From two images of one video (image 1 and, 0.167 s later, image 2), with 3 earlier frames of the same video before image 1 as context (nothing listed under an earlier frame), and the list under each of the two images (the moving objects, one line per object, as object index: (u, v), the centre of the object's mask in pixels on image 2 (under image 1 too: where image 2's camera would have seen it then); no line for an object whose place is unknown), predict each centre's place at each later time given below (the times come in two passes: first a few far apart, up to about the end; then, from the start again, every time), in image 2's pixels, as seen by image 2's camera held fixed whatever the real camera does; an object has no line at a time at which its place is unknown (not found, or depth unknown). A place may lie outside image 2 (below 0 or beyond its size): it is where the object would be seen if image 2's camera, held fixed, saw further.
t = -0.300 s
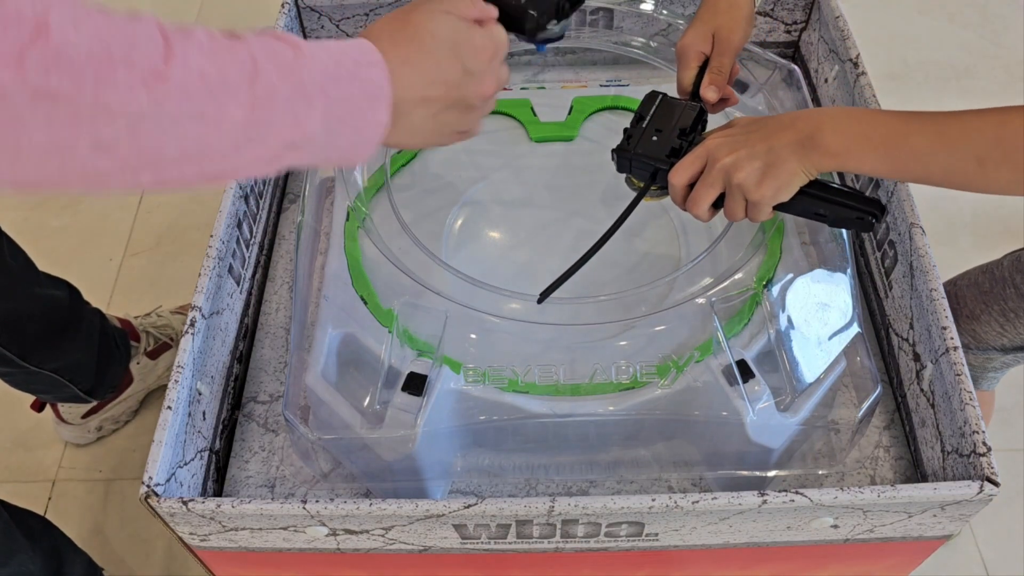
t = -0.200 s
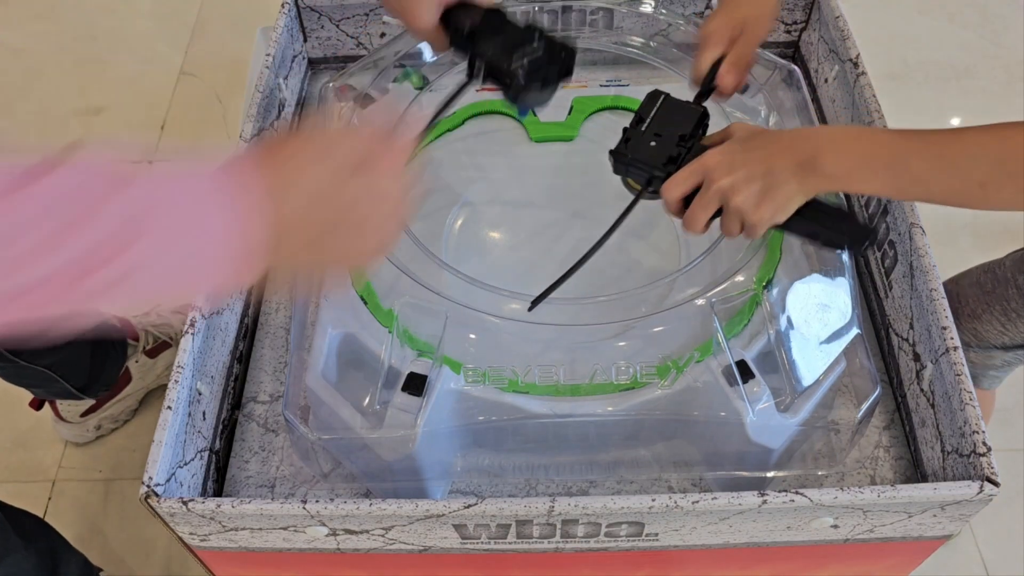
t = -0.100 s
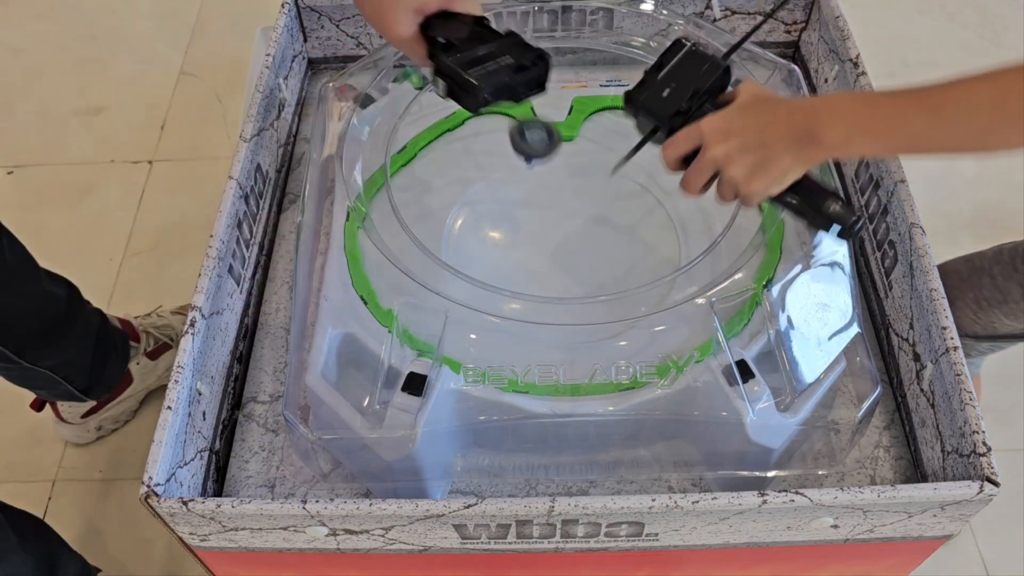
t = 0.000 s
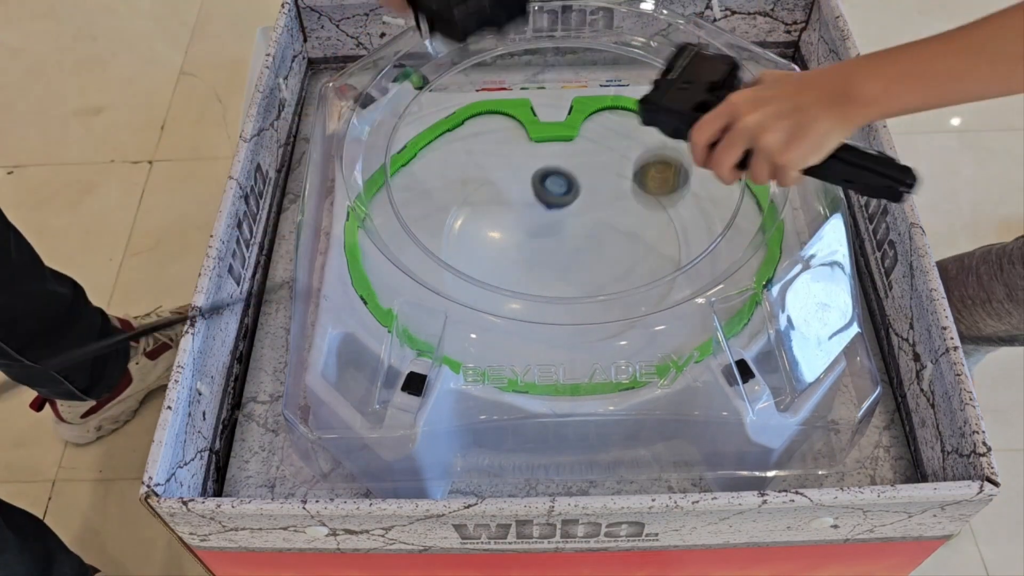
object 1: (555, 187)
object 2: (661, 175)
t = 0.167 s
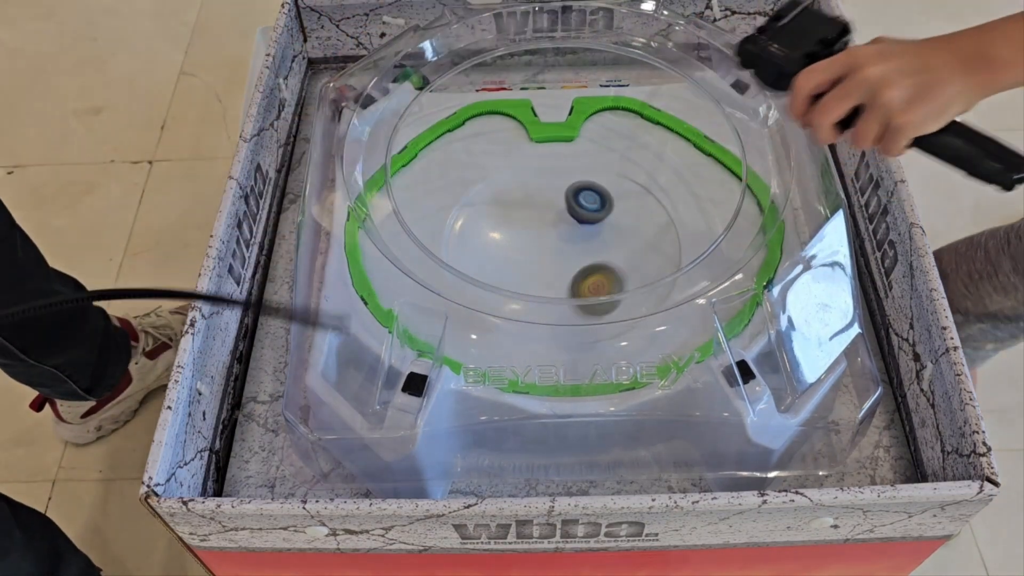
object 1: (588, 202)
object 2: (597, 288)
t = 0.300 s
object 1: (598, 215)
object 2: (532, 320)
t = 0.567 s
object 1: (569, 213)
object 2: (508, 221)
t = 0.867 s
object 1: (668, 209)
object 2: (406, 122)
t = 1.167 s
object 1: (610, 181)
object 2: (370, 220)
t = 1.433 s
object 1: (472, 186)
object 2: (487, 335)
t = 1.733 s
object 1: (538, 287)
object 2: (573, 348)
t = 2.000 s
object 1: (656, 172)
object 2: (684, 457)
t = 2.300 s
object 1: (611, 103)
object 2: (603, 480)
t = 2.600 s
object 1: (546, 371)
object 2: (488, 471)
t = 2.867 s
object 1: (608, 342)
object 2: (536, 469)
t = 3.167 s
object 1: (742, 193)
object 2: (602, 471)
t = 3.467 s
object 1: (507, 325)
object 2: (660, 481)
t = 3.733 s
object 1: (573, 261)
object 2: (702, 482)
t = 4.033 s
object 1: (627, 95)
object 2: (712, 483)
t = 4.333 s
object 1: (474, 270)
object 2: (709, 484)
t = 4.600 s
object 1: (718, 250)
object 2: (706, 484)
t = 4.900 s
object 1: (567, 160)
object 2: (693, 482)
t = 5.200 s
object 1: (549, 318)
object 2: (673, 481)
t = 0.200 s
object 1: (593, 206)
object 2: (579, 307)
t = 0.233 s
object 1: (596, 209)
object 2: (560, 329)
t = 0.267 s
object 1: (598, 212)
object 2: (546, 322)
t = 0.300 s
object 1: (598, 215)
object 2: (532, 320)
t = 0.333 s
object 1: (598, 217)
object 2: (518, 324)
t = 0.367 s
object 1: (596, 219)
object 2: (509, 315)
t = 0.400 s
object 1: (593, 220)
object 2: (505, 299)
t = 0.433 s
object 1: (590, 220)
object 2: (503, 280)
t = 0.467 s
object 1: (585, 220)
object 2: (502, 266)
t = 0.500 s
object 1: (580, 218)
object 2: (503, 250)
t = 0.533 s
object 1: (574, 216)
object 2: (505, 235)
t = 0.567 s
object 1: (569, 213)
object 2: (508, 221)
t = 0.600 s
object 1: (562, 208)
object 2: (512, 208)
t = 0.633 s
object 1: (573, 209)
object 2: (499, 189)
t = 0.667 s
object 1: (593, 211)
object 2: (478, 169)
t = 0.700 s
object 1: (611, 213)
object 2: (460, 152)
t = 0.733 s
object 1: (627, 213)
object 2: (442, 139)
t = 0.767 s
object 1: (641, 212)
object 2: (428, 128)
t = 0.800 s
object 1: (653, 212)
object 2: (420, 121)
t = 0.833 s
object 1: (662, 211)
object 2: (412, 122)
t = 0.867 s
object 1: (668, 209)
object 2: (406, 122)
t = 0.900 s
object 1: (671, 208)
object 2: (401, 126)
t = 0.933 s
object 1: (671, 205)
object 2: (395, 131)
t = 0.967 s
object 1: (669, 203)
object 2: (390, 138)
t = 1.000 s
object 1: (664, 200)
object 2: (383, 148)
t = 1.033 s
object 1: (657, 197)
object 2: (375, 160)
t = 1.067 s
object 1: (648, 193)
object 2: (366, 174)
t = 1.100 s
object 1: (637, 189)
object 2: (364, 189)
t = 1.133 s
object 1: (624, 185)
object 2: (367, 207)
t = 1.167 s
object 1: (610, 181)
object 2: (370, 220)
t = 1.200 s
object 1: (594, 176)
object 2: (371, 238)
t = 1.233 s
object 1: (577, 171)
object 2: (372, 255)
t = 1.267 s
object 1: (559, 166)
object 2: (379, 274)
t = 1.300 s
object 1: (541, 164)
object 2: (403, 292)
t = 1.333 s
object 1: (521, 163)
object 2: (428, 302)
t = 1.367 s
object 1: (502, 168)
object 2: (447, 315)
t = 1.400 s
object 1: (486, 175)
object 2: (470, 325)
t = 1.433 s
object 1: (472, 186)
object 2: (487, 335)
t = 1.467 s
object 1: (462, 199)
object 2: (505, 341)
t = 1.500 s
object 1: (456, 215)
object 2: (520, 346)
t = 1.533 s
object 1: (455, 233)
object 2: (531, 350)
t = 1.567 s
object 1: (460, 250)
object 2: (540, 352)
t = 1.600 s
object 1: (468, 270)
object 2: (547, 350)
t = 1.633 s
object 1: (483, 288)
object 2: (550, 348)
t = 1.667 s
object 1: (503, 306)
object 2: (549, 346)
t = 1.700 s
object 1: (521, 302)
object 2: (558, 343)
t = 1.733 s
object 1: (538, 287)
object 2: (573, 348)
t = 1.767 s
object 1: (554, 278)
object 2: (589, 361)
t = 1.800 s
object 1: (570, 273)
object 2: (605, 382)
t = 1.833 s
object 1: (588, 259)
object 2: (617, 397)
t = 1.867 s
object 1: (605, 244)
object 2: (633, 420)
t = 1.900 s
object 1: (623, 229)
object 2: (644, 432)
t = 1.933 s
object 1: (640, 211)
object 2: (656, 442)
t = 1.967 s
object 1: (654, 191)
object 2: (670, 453)
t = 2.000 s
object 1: (656, 172)
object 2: (684, 457)
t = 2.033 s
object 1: (653, 160)
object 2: (690, 466)
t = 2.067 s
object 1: (649, 153)
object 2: (686, 471)
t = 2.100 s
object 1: (647, 142)
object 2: (679, 474)
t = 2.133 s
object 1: (646, 133)
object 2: (673, 476)
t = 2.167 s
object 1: (645, 124)
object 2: (665, 477)
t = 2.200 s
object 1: (644, 115)
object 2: (652, 478)
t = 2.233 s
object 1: (643, 107)
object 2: (638, 480)
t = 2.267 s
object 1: (635, 102)
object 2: (620, 480)
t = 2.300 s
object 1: (611, 103)
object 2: (603, 480)
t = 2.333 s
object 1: (589, 109)
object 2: (585, 480)
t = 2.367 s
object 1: (584, 154)
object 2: (564, 480)
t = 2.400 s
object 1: (576, 202)
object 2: (545, 479)
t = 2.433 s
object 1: (569, 247)
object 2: (525, 477)
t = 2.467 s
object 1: (561, 280)
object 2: (507, 475)
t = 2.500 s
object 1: (555, 326)
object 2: (488, 472)
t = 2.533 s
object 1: (551, 346)
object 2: (469, 466)
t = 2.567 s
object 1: (547, 368)
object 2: (479, 469)
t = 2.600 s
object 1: (546, 371)
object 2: (488, 471)
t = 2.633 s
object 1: (546, 380)
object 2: (496, 472)
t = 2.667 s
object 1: (550, 380)
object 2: (504, 471)
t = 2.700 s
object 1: (554, 380)
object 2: (511, 469)
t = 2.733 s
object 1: (563, 373)
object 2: (518, 466)
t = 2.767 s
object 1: (573, 368)
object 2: (524, 466)
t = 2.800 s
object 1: (584, 362)
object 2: (527, 469)
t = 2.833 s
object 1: (594, 349)
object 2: (531, 469)
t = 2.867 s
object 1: (608, 342)
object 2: (536, 469)
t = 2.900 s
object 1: (621, 327)
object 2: (542, 468)
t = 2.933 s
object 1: (635, 314)
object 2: (549, 469)
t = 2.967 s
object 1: (649, 297)
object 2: (557, 470)
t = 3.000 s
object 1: (663, 281)
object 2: (565, 470)
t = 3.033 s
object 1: (678, 263)
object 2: (573, 470)
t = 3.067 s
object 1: (693, 244)
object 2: (580, 470)
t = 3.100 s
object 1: (710, 227)
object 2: (588, 470)
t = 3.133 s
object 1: (726, 210)
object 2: (595, 471)
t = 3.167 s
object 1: (742, 193)
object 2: (602, 471)
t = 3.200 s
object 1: (743, 172)
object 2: (609, 472)
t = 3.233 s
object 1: (700, 149)
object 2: (616, 473)
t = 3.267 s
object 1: (663, 128)
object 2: (623, 473)
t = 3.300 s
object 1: (629, 109)
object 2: (629, 474)
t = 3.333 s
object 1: (597, 106)
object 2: (635, 476)
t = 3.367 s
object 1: (576, 159)
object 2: (641, 476)
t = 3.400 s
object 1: (550, 228)
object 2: (648, 478)
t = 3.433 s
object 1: (529, 272)
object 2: (654, 479)
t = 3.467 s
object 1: (507, 325)
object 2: (660, 481)
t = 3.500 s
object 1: (495, 351)
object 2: (665, 482)
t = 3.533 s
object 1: (506, 315)
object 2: (669, 483)
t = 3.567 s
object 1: (518, 285)
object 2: (674, 482)
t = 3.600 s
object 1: (530, 266)
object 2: (681, 483)
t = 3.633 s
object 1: (542, 256)
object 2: (685, 483)
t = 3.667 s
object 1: (553, 255)
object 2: (690, 483)
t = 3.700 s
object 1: (562, 262)
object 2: (695, 483)
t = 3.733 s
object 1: (573, 261)
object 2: (702, 482)
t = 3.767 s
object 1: (587, 239)
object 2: (706, 482)
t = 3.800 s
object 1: (600, 224)
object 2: (710, 482)
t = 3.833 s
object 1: (612, 202)
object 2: (713, 482)
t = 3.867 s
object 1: (621, 180)
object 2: (714, 483)
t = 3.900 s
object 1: (626, 158)
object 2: (713, 484)
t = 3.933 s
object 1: (628, 139)
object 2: (712, 484)
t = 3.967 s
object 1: (628, 127)
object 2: (711, 484)
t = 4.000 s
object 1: (628, 110)
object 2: (712, 483)
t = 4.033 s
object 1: (627, 95)
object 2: (712, 483)
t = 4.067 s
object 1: (599, 101)
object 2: (710, 484)
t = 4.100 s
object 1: (570, 114)
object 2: (711, 483)
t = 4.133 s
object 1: (541, 137)
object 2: (711, 483)
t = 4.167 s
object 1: (514, 155)
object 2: (710, 483)
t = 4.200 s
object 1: (488, 174)
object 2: (710, 484)
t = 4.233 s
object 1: (466, 192)
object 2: (709, 484)
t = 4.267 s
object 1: (458, 215)
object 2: (709, 484)
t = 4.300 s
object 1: (463, 243)
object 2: (709, 483)
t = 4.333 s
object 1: (474, 270)
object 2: (709, 484)
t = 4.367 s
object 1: (490, 291)
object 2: (708, 484)
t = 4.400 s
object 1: (513, 311)
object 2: (708, 483)
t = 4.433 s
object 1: (549, 319)
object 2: (707, 484)
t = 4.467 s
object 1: (586, 319)
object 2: (707, 483)
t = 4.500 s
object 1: (624, 310)
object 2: (707, 484)
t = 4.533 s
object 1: (656, 292)
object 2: (707, 483)
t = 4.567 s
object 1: (687, 272)
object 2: (706, 484)
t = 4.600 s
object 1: (718, 250)
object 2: (706, 484)
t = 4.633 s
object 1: (755, 233)
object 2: (705, 484)
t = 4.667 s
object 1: (753, 196)
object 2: (706, 480)
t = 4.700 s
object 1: (724, 147)
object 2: (706, 480)
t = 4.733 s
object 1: (695, 109)
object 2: (704, 480)
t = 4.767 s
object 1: (664, 77)
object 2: (701, 481)
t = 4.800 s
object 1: (645, 81)
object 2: (699, 481)
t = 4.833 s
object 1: (617, 105)
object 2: (698, 481)
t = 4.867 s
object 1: (591, 135)
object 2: (696, 481)
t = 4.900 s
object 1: (567, 160)
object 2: (693, 482)
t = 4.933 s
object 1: (543, 194)
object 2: (692, 482)
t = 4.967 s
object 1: (522, 226)
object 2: (690, 482)
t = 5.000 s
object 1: (502, 256)
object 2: (688, 482)
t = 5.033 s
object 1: (488, 282)
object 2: (687, 482)
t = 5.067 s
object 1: (479, 307)
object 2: (684, 482)
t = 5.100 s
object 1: (477, 330)
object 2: (681, 481)
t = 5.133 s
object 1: (490, 335)
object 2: (679, 481)
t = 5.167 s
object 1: (520, 323)
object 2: (676, 482)
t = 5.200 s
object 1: (549, 318)
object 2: (673, 481)
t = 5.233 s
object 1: (577, 305)
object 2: (670, 481)
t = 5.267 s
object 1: (601, 287)
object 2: (668, 481)
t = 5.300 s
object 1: (623, 265)
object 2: (665, 481)
